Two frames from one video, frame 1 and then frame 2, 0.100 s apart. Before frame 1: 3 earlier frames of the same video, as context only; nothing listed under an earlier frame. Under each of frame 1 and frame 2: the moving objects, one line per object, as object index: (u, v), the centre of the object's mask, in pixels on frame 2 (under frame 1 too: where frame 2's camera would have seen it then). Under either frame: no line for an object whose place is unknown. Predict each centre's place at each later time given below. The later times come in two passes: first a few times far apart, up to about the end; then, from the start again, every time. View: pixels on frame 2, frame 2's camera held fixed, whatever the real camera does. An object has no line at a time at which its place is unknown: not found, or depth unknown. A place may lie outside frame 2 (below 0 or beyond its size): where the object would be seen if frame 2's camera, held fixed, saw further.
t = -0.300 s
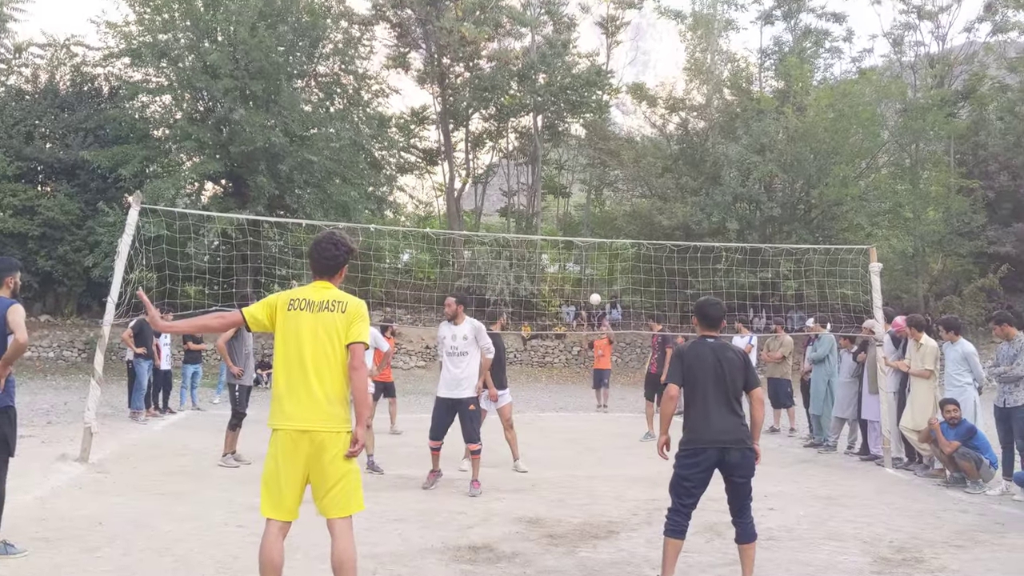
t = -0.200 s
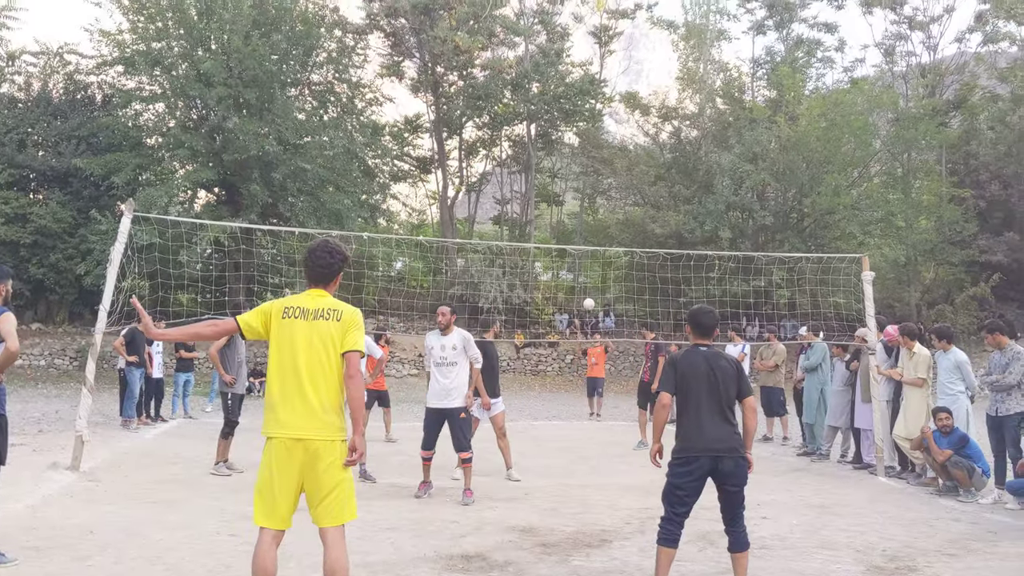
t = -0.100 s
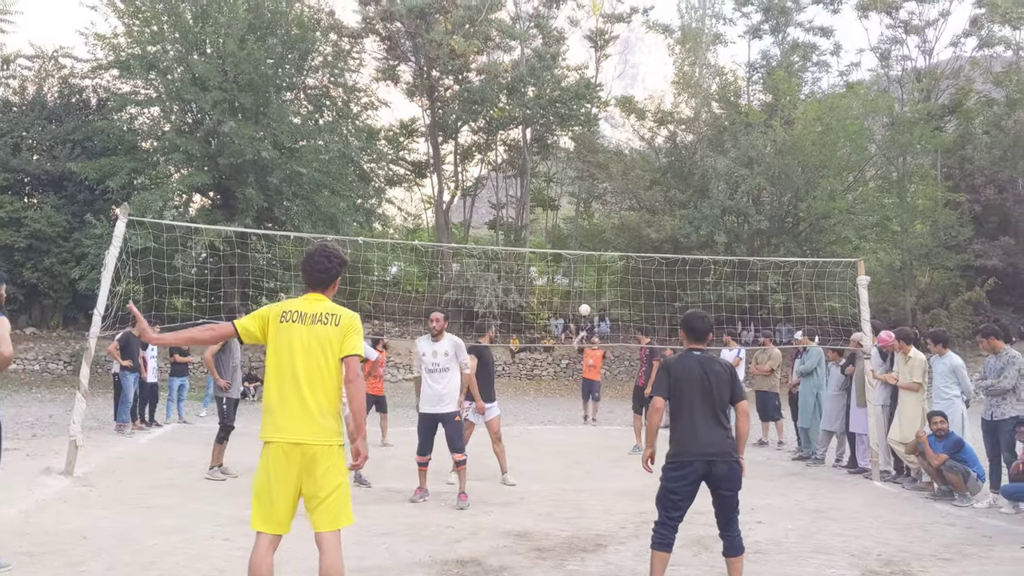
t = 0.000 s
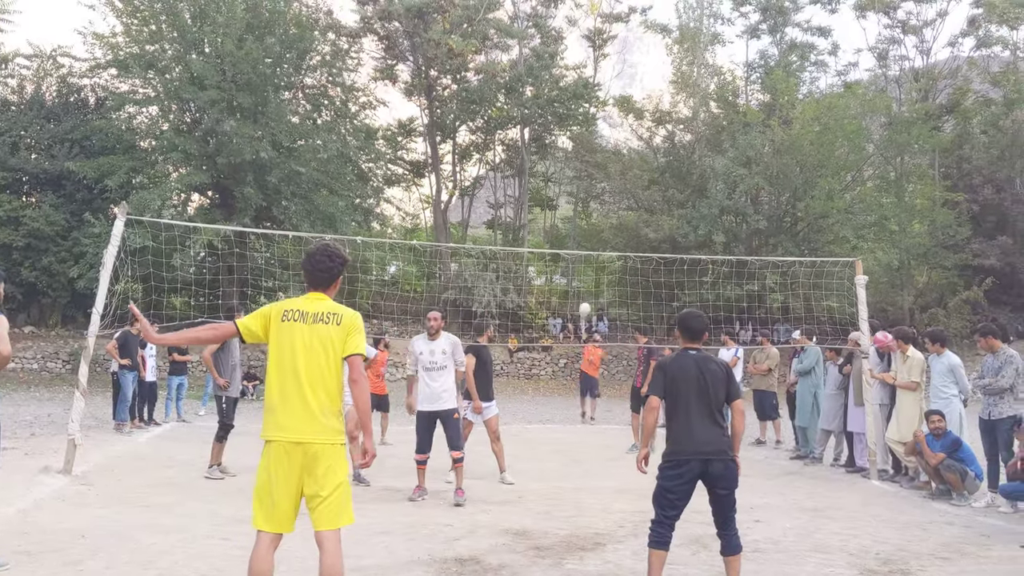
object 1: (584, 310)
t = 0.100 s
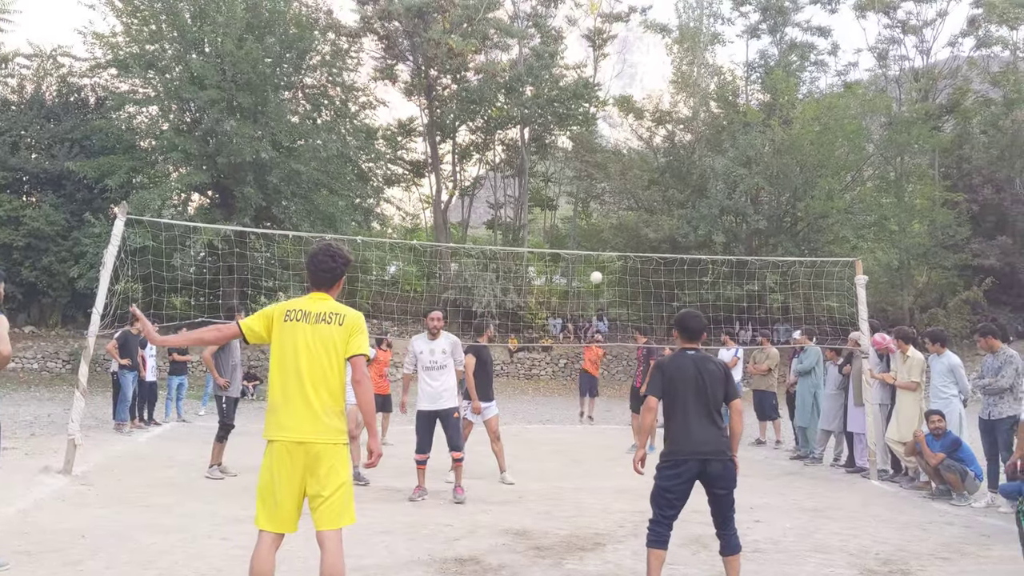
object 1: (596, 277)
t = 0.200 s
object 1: (609, 248)
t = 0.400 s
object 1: (641, 197)
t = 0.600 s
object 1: (684, 159)
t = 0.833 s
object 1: (753, 139)
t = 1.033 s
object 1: (836, 163)
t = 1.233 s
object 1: (953, 250)
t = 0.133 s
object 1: (600, 268)
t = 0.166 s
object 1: (604, 258)
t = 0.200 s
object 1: (609, 248)
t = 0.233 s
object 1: (614, 239)
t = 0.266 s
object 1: (619, 230)
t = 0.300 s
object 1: (624, 221)
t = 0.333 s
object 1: (629, 213)
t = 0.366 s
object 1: (635, 205)
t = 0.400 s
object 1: (641, 197)
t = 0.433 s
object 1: (648, 190)
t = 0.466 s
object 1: (654, 183)
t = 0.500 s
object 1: (661, 176)
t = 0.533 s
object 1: (669, 170)
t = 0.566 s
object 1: (676, 164)
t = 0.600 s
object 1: (684, 159)
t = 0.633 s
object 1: (692, 154)
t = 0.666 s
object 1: (701, 150)
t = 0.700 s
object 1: (710, 146)
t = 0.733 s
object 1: (720, 143)
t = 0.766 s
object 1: (731, 141)
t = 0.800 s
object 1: (742, 140)
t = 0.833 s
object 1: (753, 139)
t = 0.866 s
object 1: (765, 140)
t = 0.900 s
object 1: (778, 142)
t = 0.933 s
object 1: (791, 145)
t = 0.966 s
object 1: (805, 149)
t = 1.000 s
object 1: (820, 156)
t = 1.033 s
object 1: (836, 163)
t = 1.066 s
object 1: (853, 172)
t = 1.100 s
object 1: (870, 183)
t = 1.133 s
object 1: (889, 197)
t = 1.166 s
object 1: (909, 212)
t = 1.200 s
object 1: (930, 229)
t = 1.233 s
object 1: (953, 250)
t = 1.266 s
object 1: (976, 274)
